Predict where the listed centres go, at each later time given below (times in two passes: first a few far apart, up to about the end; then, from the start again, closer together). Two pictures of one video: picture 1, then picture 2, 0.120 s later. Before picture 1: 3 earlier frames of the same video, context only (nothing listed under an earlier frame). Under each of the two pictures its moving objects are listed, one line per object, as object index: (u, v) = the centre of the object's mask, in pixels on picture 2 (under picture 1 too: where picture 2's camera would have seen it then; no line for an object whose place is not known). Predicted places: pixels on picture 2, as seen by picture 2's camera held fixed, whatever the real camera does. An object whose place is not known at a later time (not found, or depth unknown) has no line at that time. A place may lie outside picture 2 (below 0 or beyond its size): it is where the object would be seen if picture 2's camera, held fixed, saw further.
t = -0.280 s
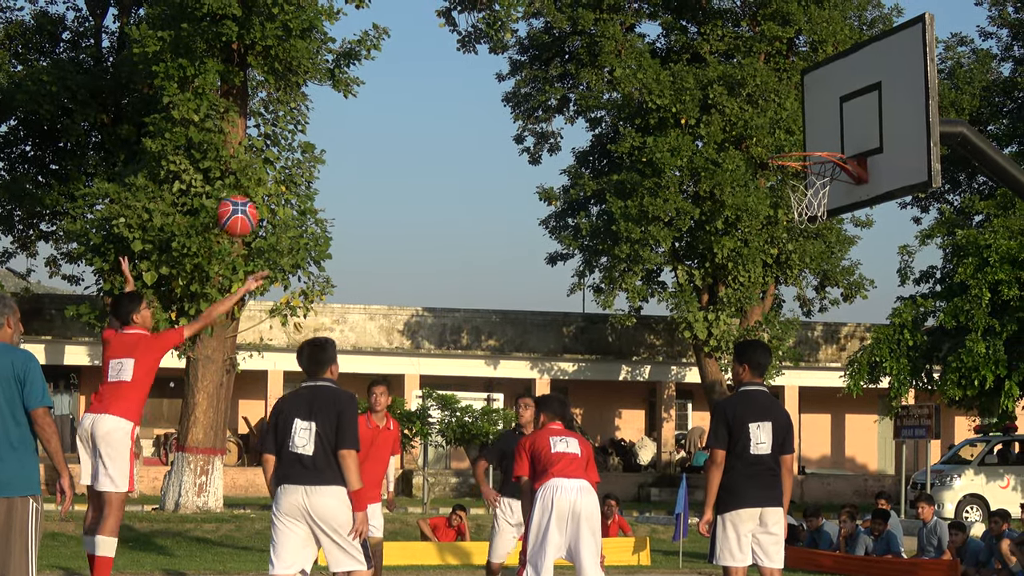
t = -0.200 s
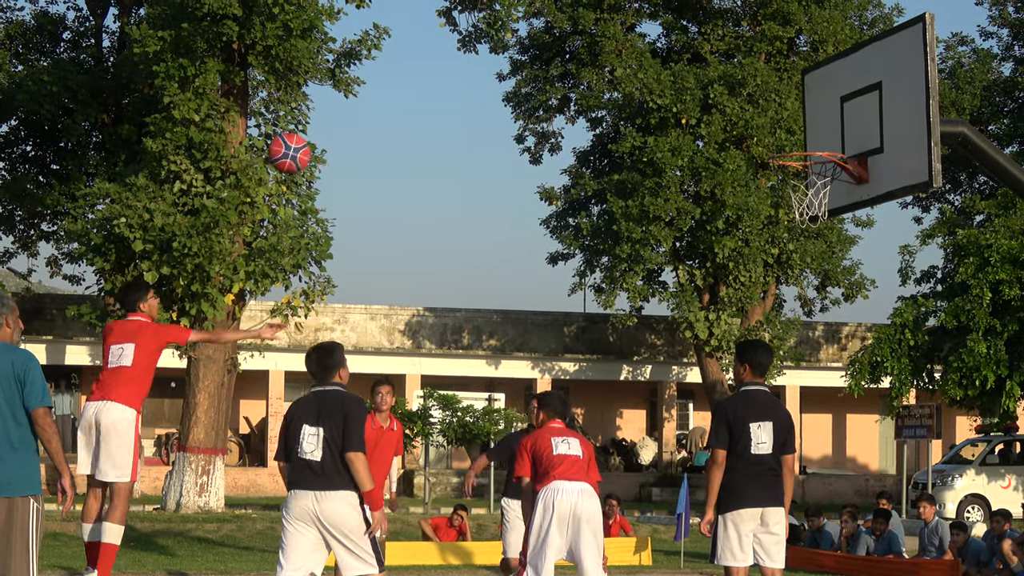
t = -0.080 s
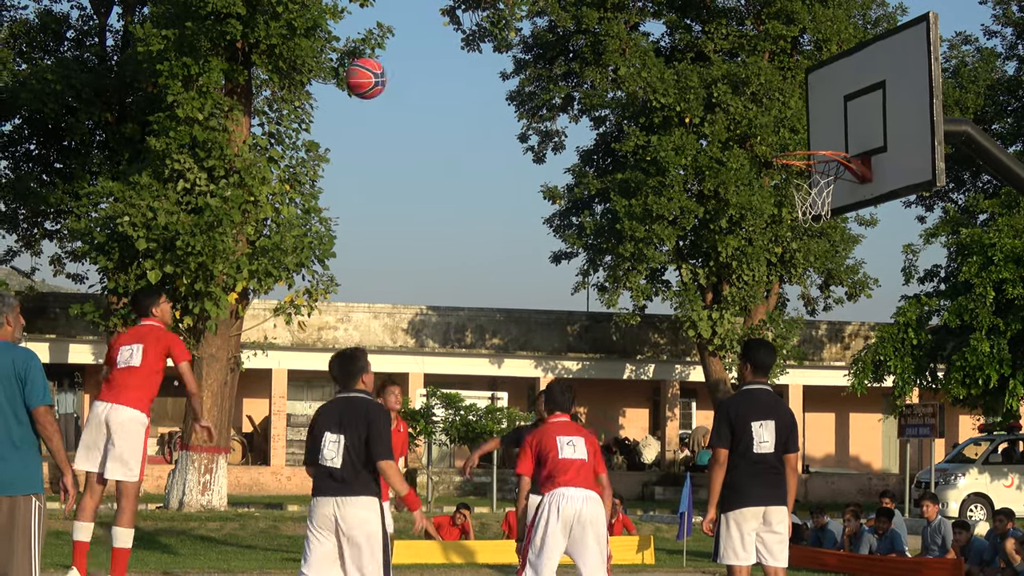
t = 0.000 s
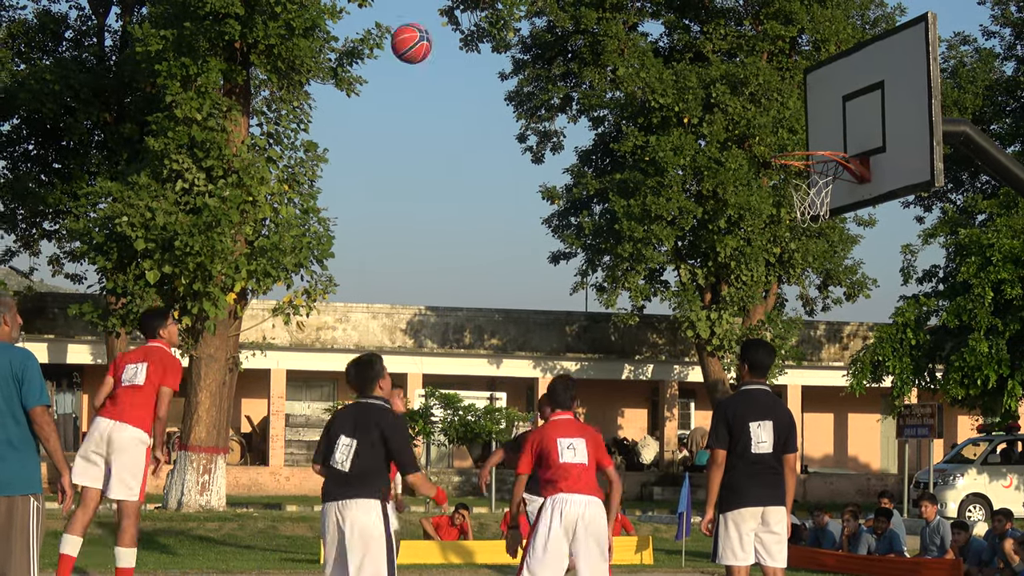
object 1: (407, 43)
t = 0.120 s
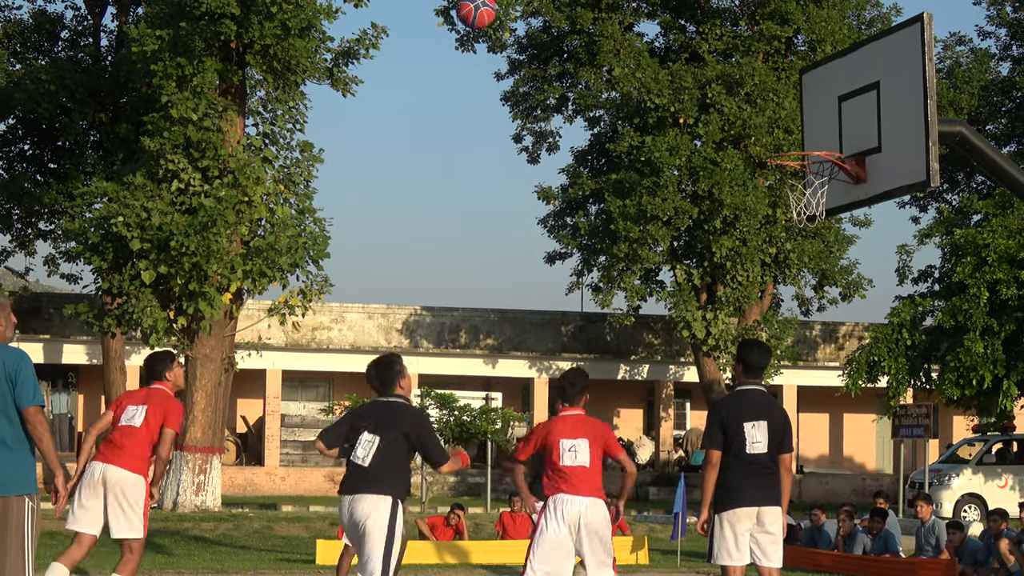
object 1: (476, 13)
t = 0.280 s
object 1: (562, 8)
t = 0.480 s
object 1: (667, 37)
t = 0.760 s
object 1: (774, 139)
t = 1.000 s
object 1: (763, 150)
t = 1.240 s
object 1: (751, 240)
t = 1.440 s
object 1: (731, 371)
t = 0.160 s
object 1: (498, 10)
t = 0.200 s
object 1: (520, 8)
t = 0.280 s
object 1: (562, 8)
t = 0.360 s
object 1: (605, 12)
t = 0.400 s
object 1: (626, 16)
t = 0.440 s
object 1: (646, 25)
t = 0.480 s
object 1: (667, 37)
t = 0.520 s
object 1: (688, 51)
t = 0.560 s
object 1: (707, 69)
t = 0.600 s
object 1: (727, 88)
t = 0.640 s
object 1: (746, 109)
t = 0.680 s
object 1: (766, 134)
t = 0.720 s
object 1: (776, 143)
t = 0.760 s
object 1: (774, 139)
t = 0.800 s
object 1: (772, 135)
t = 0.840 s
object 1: (770, 134)
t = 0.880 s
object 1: (768, 134)
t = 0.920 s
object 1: (767, 137)
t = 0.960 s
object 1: (764, 143)
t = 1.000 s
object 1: (763, 150)
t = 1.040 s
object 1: (760, 160)
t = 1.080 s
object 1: (758, 172)
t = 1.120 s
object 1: (756, 186)
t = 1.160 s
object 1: (755, 202)
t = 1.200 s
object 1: (752, 220)
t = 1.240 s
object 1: (751, 240)
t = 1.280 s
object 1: (750, 262)
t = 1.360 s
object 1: (746, 313)
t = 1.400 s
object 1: (740, 336)
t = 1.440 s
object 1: (731, 371)
